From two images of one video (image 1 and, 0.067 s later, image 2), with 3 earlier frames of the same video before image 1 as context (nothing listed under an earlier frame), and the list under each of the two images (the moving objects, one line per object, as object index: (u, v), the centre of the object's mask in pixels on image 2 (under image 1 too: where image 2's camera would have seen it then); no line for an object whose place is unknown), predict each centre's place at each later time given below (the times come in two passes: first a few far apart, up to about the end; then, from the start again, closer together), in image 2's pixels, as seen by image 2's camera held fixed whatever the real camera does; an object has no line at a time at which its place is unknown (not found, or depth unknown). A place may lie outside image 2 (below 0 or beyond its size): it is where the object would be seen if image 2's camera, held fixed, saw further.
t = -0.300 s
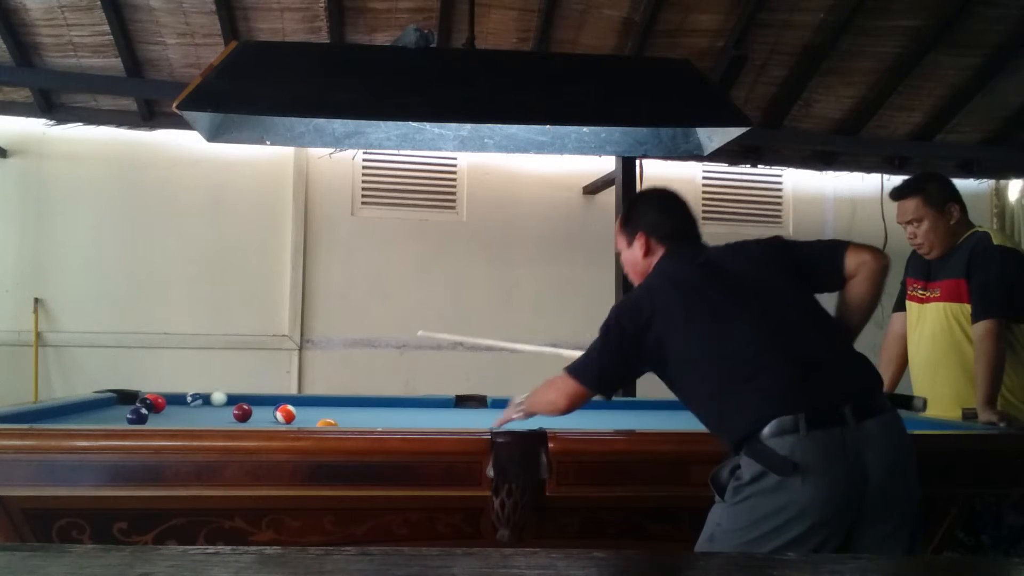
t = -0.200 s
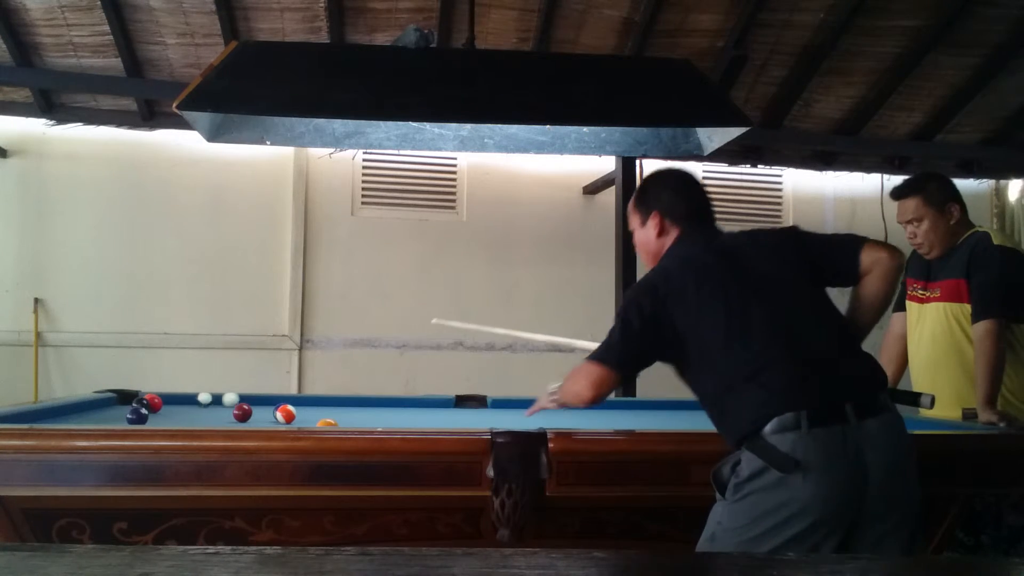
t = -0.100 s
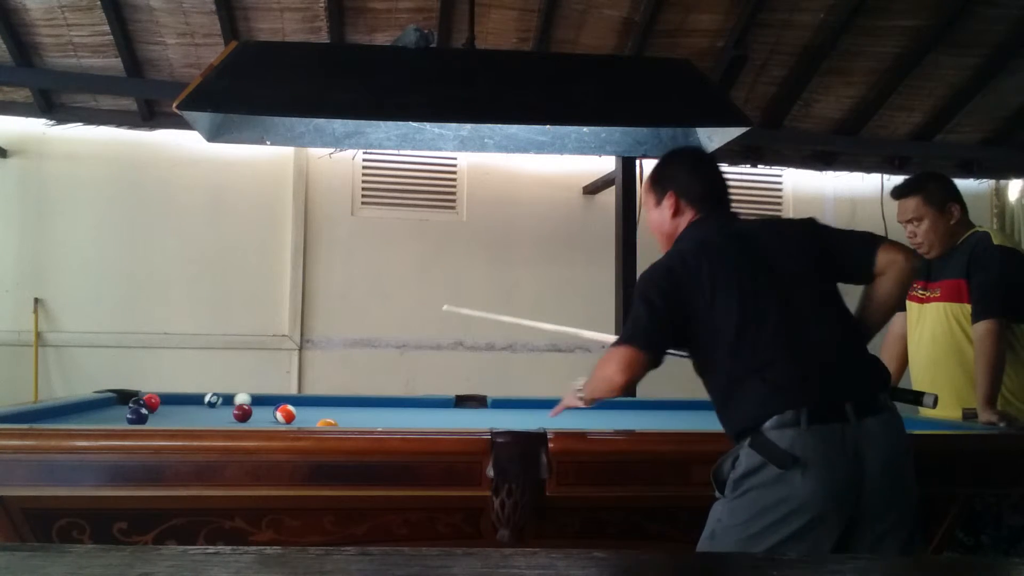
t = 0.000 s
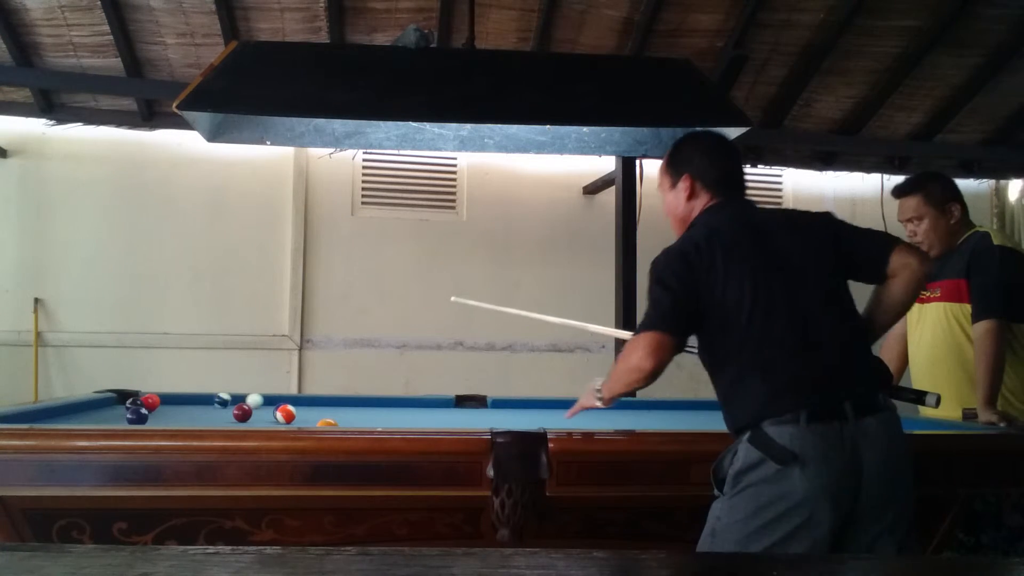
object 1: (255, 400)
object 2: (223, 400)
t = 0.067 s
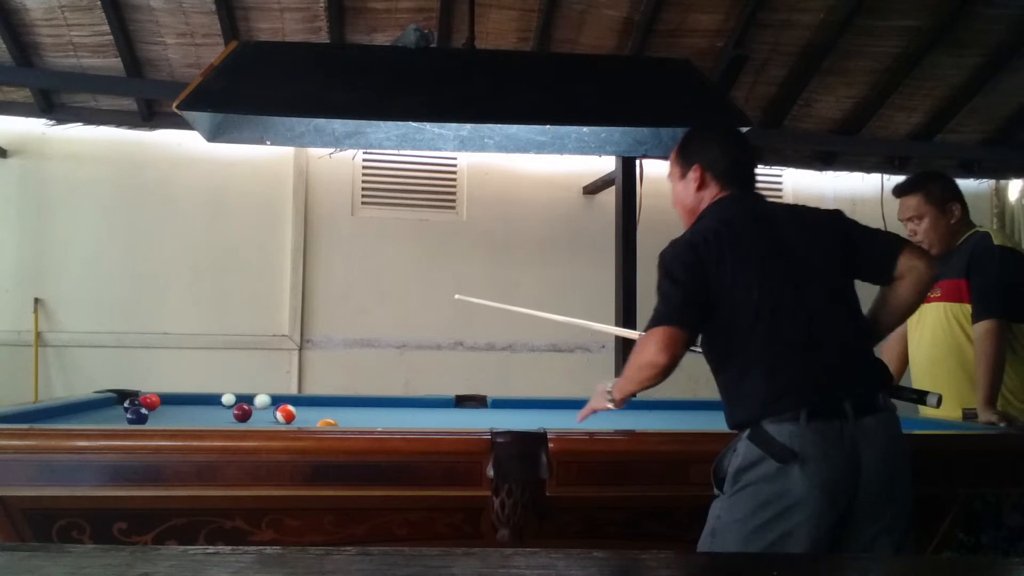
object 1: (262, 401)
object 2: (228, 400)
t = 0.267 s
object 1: (286, 400)
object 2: (246, 399)
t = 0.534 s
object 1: (318, 404)
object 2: (269, 402)
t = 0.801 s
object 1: (350, 406)
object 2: (291, 402)
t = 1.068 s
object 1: (383, 407)
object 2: (313, 404)
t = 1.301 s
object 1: (410, 409)
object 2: (329, 405)
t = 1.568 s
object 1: (439, 410)
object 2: (350, 406)
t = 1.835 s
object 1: (469, 412)
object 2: (367, 407)
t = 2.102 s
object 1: (496, 413)
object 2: (384, 407)
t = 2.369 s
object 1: (523, 414)
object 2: (398, 408)
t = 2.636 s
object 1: (548, 415)
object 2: (411, 408)
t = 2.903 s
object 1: (571, 417)
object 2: (422, 409)
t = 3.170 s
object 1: (592, 418)
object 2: (431, 409)
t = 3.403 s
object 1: (609, 418)
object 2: (438, 409)
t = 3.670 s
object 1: (626, 419)
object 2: (443, 409)
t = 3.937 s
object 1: (640, 420)
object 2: (446, 409)
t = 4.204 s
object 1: (652, 420)
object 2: (447, 409)
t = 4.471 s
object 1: (662, 420)
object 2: (447, 409)
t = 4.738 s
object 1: (668, 421)
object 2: (447, 409)
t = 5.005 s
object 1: (672, 421)
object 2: (447, 409)
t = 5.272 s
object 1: (674, 421)
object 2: (447, 409)
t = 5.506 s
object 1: (673, 421)
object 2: (447, 410)
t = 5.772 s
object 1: (673, 421)
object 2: (447, 409)
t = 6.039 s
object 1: (673, 421)
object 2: (447, 409)
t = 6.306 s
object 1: (673, 421)
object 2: (447, 409)
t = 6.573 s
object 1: (673, 421)
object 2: (447, 409)
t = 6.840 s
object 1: (673, 421)
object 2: (447, 409)
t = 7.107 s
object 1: (673, 421)
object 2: (447, 409)
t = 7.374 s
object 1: (673, 421)
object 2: (447, 409)
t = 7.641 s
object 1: (673, 421)
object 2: (447, 409)
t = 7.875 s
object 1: (673, 421)
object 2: (447, 409)
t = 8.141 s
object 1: (673, 421)
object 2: (447, 409)
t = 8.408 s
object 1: (673, 421)
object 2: (447, 409)
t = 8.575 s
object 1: (673, 421)
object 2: (447, 409)
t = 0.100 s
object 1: (266, 401)
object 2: (229, 401)
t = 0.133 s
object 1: (270, 401)
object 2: (233, 400)
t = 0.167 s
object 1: (273, 401)
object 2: (236, 400)
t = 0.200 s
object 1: (277, 400)
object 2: (240, 399)
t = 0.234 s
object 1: (282, 400)
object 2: (242, 399)
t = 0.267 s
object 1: (286, 400)
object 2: (246, 399)
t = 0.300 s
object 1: (291, 400)
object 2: (250, 399)
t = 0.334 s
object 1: (295, 401)
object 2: (253, 400)
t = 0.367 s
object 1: (299, 403)
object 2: (255, 402)
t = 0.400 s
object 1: (302, 403)
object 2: (257, 402)
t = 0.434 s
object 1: (306, 403)
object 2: (260, 402)
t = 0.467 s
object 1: (310, 404)
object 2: (263, 402)
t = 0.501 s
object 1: (314, 404)
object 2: (265, 402)
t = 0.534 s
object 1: (318, 404)
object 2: (269, 402)
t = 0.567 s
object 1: (322, 404)
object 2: (271, 401)
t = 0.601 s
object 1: (326, 404)
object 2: (274, 401)
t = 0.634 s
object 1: (330, 405)
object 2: (277, 401)
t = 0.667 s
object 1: (334, 405)
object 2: (280, 400)
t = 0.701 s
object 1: (338, 405)
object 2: (282, 400)
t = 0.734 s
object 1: (342, 405)
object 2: (285, 400)
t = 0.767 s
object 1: (347, 406)
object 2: (289, 401)
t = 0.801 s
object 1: (350, 406)
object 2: (291, 402)
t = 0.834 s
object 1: (355, 406)
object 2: (295, 402)
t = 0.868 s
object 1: (359, 406)
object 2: (297, 403)
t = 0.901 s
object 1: (363, 406)
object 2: (299, 403)
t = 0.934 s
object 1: (367, 407)
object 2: (302, 403)
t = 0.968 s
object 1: (371, 407)
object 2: (305, 404)
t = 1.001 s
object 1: (375, 407)
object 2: (307, 404)
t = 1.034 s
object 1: (379, 407)
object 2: (310, 404)
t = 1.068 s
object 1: (383, 407)
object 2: (313, 404)
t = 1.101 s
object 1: (387, 408)
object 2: (315, 405)
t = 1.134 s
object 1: (390, 408)
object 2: (317, 405)
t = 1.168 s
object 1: (394, 408)
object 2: (320, 405)
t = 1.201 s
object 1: (398, 408)
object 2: (322, 405)
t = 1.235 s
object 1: (402, 408)
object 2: (324, 406)
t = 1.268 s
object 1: (406, 409)
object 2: (327, 405)
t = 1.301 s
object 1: (410, 409)
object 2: (329, 405)
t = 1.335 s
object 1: (413, 409)
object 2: (331, 405)
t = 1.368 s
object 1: (417, 409)
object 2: (334, 405)
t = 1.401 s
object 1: (421, 410)
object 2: (337, 405)
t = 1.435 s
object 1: (425, 410)
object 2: (340, 405)
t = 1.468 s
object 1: (428, 410)
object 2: (342, 405)
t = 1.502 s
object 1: (432, 410)
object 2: (345, 405)
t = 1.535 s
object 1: (436, 410)
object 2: (347, 406)
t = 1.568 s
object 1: (439, 410)
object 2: (350, 406)
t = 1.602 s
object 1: (443, 411)
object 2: (352, 406)
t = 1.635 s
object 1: (447, 411)
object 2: (354, 406)
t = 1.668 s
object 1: (451, 411)
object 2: (356, 406)
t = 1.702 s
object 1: (454, 411)
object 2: (358, 407)
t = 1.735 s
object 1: (458, 411)
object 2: (361, 407)
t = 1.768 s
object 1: (461, 411)
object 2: (363, 407)
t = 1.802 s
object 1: (465, 411)
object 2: (365, 407)
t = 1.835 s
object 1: (469, 412)
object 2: (367, 407)
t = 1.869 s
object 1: (472, 412)
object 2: (369, 407)
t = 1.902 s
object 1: (476, 412)
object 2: (371, 407)
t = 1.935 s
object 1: (479, 412)
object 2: (373, 407)
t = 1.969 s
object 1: (483, 412)
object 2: (375, 407)
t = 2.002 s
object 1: (486, 413)
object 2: (377, 407)
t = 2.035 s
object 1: (490, 413)
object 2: (380, 407)
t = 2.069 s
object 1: (493, 413)
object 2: (382, 407)
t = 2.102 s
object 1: (496, 413)
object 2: (384, 407)
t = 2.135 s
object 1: (500, 413)
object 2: (386, 407)
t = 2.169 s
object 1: (503, 413)
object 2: (388, 407)
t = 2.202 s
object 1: (506, 414)
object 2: (390, 407)
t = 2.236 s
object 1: (510, 414)
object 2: (392, 407)
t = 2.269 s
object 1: (513, 414)
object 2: (393, 408)
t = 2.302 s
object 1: (516, 414)
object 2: (395, 408)
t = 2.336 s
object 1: (520, 414)
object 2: (397, 408)
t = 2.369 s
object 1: (523, 414)
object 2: (398, 408)
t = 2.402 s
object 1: (526, 414)
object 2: (400, 408)
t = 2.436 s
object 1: (529, 415)
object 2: (401, 408)
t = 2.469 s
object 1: (533, 415)
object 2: (403, 408)
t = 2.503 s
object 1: (536, 415)
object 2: (405, 408)
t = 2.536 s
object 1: (539, 415)
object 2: (407, 408)
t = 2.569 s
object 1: (542, 415)
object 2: (408, 408)
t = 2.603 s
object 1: (545, 415)
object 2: (410, 408)
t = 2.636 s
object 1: (548, 415)
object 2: (411, 408)
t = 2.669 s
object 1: (551, 416)
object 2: (413, 408)
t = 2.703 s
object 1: (554, 416)
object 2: (414, 409)
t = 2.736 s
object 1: (557, 416)
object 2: (415, 409)
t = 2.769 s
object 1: (559, 416)
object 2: (417, 409)
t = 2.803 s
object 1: (562, 416)
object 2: (418, 409)
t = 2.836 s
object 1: (565, 416)
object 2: (419, 409)
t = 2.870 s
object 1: (568, 416)
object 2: (421, 409)
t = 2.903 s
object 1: (571, 417)
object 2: (422, 409)
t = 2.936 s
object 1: (574, 417)
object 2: (423, 409)
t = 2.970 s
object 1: (576, 417)
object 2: (424, 409)
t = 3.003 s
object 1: (579, 417)
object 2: (425, 409)
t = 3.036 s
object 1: (582, 417)
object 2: (426, 409)
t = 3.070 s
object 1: (584, 417)
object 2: (427, 409)
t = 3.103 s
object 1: (587, 417)
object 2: (429, 409)
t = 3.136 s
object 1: (590, 417)
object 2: (430, 409)
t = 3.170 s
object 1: (592, 418)
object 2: (431, 409)
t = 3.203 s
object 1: (595, 417)
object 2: (432, 409)
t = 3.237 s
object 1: (597, 418)
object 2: (433, 409)
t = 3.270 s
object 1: (599, 418)
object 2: (434, 409)
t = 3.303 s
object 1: (602, 418)
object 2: (435, 409)
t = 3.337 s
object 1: (604, 418)
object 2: (436, 409)
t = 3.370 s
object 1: (606, 418)
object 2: (437, 409)
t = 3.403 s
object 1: (609, 418)
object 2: (438, 409)
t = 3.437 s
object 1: (611, 418)
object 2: (439, 409)
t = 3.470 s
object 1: (613, 419)
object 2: (439, 409)
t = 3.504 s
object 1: (615, 419)
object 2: (440, 409)
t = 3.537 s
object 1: (617, 419)
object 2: (441, 409)
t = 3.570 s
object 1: (620, 419)
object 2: (441, 409)
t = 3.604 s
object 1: (622, 419)
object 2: (442, 409)
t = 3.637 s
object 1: (624, 419)
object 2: (443, 409)
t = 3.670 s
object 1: (626, 419)
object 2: (443, 409)
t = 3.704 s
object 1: (628, 419)
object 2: (444, 409)
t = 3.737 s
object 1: (630, 419)
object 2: (444, 409)
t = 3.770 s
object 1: (632, 419)
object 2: (444, 409)
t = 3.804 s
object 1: (633, 419)
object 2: (445, 409)
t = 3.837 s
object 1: (635, 419)
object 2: (445, 409)
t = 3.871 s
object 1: (637, 419)
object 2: (445, 409)
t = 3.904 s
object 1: (639, 419)
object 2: (446, 409)
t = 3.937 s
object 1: (640, 420)
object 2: (446, 409)
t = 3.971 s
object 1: (642, 420)
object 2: (446, 409)
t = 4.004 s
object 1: (644, 420)
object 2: (446, 409)
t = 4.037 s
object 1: (645, 420)
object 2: (447, 409)
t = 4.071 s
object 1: (647, 420)
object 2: (447, 409)
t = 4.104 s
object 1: (648, 420)
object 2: (447, 409)
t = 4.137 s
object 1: (650, 420)
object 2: (447, 409)
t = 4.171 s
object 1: (651, 420)
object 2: (447, 409)
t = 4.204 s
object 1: (652, 420)
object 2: (447, 409)
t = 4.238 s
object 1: (654, 420)
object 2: (447, 409)
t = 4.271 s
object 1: (655, 420)
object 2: (447, 409)
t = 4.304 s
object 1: (656, 420)
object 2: (447, 409)
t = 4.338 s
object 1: (657, 420)
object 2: (447, 409)
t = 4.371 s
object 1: (658, 420)
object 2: (447, 409)
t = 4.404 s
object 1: (660, 420)
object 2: (447, 409)
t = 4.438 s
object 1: (661, 420)
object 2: (447, 409)
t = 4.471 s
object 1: (662, 420)
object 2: (447, 409)
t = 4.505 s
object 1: (662, 420)
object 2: (447, 409)
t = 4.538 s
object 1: (663, 420)
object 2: (447, 409)
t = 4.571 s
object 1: (664, 420)
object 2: (447, 409)
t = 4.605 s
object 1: (665, 420)
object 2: (447, 409)
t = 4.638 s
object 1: (666, 420)
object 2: (447, 409)
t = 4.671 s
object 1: (667, 420)
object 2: (447, 409)
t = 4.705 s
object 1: (668, 420)
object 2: (447, 409)
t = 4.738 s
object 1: (668, 421)
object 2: (447, 409)
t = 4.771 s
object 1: (669, 420)
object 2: (447, 409)
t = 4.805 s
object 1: (669, 420)
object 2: (447, 409)
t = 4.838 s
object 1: (670, 420)
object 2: (447, 409)
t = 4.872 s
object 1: (670, 421)
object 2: (447, 409)
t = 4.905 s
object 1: (671, 421)
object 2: (447, 409)
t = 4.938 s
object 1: (671, 420)
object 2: (447, 409)
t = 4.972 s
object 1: (672, 421)
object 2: (447, 409)
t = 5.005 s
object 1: (672, 421)
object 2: (447, 409)
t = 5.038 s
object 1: (672, 420)
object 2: (447, 409)
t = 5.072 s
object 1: (673, 420)
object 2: (447, 409)
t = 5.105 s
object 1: (673, 421)
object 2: (447, 409)
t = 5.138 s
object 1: (674, 421)
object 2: (447, 409)
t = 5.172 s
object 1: (674, 420)
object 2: (447, 409)
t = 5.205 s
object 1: (674, 421)
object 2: (447, 409)
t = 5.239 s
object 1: (674, 421)
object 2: (447, 409)
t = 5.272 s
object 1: (674, 421)
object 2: (447, 409)
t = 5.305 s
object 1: (674, 421)
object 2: (447, 409)
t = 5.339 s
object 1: (674, 421)
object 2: (447, 410)
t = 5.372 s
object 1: (674, 421)
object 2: (447, 409)
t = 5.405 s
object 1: (673, 421)
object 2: (447, 409)
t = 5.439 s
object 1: (673, 421)
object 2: (447, 409)
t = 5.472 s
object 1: (673, 421)
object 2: (447, 410)
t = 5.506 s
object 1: (673, 421)
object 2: (447, 410)
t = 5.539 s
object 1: (673, 421)
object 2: (447, 409)
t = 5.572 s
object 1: (673, 421)
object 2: (447, 410)
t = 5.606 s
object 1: (673, 421)
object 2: (447, 409)
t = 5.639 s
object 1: (673, 421)
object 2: (447, 410)
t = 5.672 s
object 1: (673, 421)
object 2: (447, 409)
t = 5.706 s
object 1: (673, 421)
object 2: (447, 409)
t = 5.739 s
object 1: (673, 421)
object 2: (447, 409)
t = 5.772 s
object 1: (673, 421)
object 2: (447, 409)
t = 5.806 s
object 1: (673, 421)
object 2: (447, 409)
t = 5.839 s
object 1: (673, 421)
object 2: (447, 409)
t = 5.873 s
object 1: (673, 421)
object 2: (447, 409)
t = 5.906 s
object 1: (673, 421)
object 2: (447, 409)
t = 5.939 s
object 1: (673, 421)
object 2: (447, 409)
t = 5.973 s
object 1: (673, 421)
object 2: (447, 409)
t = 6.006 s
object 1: (673, 421)
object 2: (447, 409)
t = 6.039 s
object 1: (673, 421)
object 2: (447, 409)
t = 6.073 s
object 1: (673, 421)
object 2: (447, 409)
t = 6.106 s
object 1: (673, 421)
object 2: (447, 409)
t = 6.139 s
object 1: (673, 421)
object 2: (447, 409)
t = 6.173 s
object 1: (673, 421)
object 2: (447, 409)
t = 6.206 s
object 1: (673, 421)
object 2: (447, 409)
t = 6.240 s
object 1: (673, 421)
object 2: (447, 409)
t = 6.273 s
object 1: (673, 421)
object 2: (447, 409)
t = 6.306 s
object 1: (673, 421)
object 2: (447, 409)
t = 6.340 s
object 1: (673, 421)
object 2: (447, 409)
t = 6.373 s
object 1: (673, 421)
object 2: (447, 409)
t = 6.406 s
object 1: (673, 421)
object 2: (447, 409)
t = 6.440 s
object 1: (673, 421)
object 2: (447, 409)
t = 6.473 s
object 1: (673, 421)
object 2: (447, 409)
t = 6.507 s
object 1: (673, 421)
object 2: (447, 409)
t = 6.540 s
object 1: (673, 421)
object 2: (447, 409)
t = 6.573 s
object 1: (673, 421)
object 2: (447, 409)
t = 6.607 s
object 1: (673, 421)
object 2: (447, 409)
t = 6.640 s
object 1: (673, 421)
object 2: (447, 409)
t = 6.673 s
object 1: (673, 421)
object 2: (447, 409)
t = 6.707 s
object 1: (673, 421)
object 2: (447, 409)
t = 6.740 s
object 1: (673, 421)
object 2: (447, 409)
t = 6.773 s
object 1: (673, 421)
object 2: (447, 409)
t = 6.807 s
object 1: (673, 421)
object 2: (447, 409)
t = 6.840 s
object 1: (673, 421)
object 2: (447, 409)
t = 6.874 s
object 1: (673, 421)
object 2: (447, 409)
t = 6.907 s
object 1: (673, 421)
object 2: (447, 409)
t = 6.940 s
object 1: (673, 421)
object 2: (447, 409)
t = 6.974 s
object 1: (673, 421)
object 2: (447, 409)
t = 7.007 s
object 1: (673, 421)
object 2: (447, 409)
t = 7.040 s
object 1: (673, 421)
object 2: (447, 409)
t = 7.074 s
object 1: (673, 421)
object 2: (447, 409)
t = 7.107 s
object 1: (673, 421)
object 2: (447, 409)
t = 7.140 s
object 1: (673, 421)
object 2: (447, 409)
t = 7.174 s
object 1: (673, 421)
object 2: (447, 409)
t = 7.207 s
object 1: (673, 421)
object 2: (447, 409)
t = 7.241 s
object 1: (673, 421)
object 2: (447, 409)
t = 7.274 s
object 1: (673, 421)
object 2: (447, 409)
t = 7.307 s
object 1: (673, 421)
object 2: (447, 409)
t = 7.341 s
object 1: (673, 421)
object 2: (447, 409)
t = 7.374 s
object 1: (673, 421)
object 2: (447, 409)
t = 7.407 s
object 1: (673, 421)
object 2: (447, 409)
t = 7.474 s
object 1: (673, 421)
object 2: (447, 409)
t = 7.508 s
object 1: (673, 421)
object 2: (447, 409)
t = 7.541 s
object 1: (673, 421)
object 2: (447, 409)
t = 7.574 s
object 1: (673, 421)
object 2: (447, 409)
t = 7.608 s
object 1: (673, 421)
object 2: (447, 409)
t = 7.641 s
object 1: (673, 421)
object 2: (447, 409)
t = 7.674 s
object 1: (673, 421)
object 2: (447, 409)
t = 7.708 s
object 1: (673, 421)
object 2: (447, 409)
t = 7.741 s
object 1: (673, 421)
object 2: (447, 409)
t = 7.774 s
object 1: (673, 421)
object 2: (447, 409)
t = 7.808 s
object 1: (673, 421)
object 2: (447, 409)
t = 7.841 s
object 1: (673, 421)
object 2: (447, 409)
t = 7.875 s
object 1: (673, 421)
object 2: (447, 409)
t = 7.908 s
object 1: (673, 421)
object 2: (447, 409)
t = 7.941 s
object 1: (673, 421)
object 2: (447, 409)
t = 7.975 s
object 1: (673, 421)
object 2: (447, 409)
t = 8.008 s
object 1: (673, 421)
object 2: (447, 409)
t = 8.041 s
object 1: (673, 421)
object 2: (447, 409)
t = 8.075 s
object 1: (673, 421)
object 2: (447, 409)
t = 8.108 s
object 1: (673, 421)
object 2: (447, 409)
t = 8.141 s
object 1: (673, 421)
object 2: (447, 409)
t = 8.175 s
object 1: (673, 421)
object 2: (447, 409)
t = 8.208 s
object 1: (673, 421)
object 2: (447, 409)
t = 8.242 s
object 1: (673, 421)
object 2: (447, 409)
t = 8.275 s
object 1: (673, 421)
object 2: (447, 409)
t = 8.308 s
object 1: (673, 421)
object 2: (447, 409)
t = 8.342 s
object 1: (673, 421)
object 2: (447, 409)
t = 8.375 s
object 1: (673, 421)
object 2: (447, 409)
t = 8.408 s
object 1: (673, 421)
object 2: (447, 409)
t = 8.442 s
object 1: (673, 421)
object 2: (447, 409)
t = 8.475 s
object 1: (673, 421)
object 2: (447, 409)
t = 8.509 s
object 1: (673, 421)
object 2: (447, 409)
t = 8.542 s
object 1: (673, 421)
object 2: (447, 409)
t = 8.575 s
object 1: (673, 421)
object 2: (447, 409)
